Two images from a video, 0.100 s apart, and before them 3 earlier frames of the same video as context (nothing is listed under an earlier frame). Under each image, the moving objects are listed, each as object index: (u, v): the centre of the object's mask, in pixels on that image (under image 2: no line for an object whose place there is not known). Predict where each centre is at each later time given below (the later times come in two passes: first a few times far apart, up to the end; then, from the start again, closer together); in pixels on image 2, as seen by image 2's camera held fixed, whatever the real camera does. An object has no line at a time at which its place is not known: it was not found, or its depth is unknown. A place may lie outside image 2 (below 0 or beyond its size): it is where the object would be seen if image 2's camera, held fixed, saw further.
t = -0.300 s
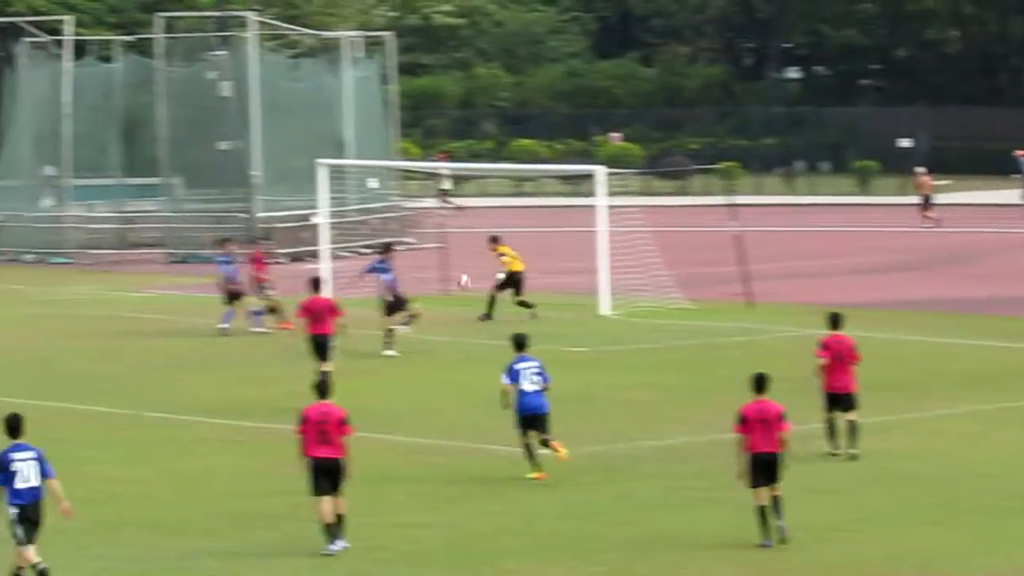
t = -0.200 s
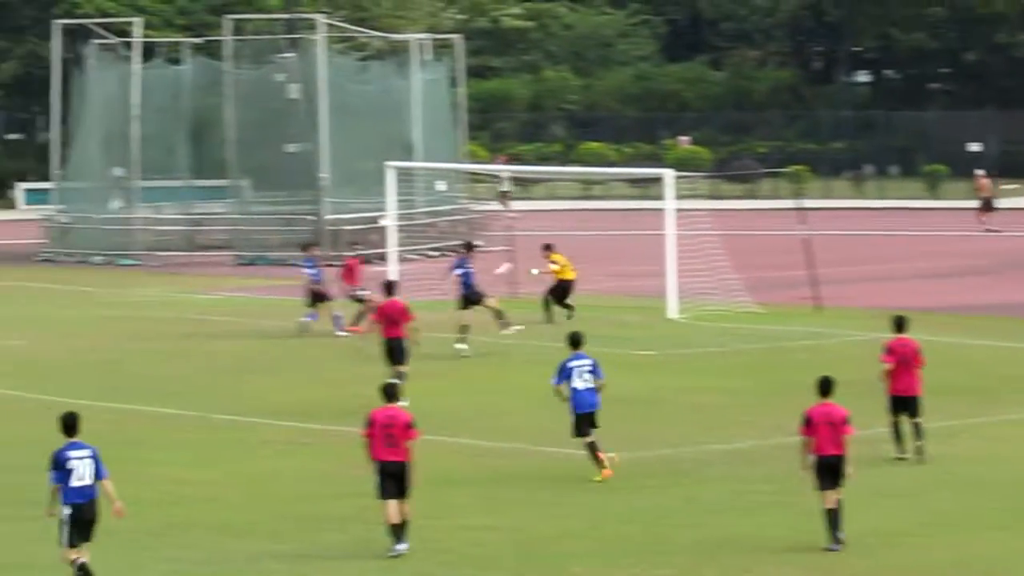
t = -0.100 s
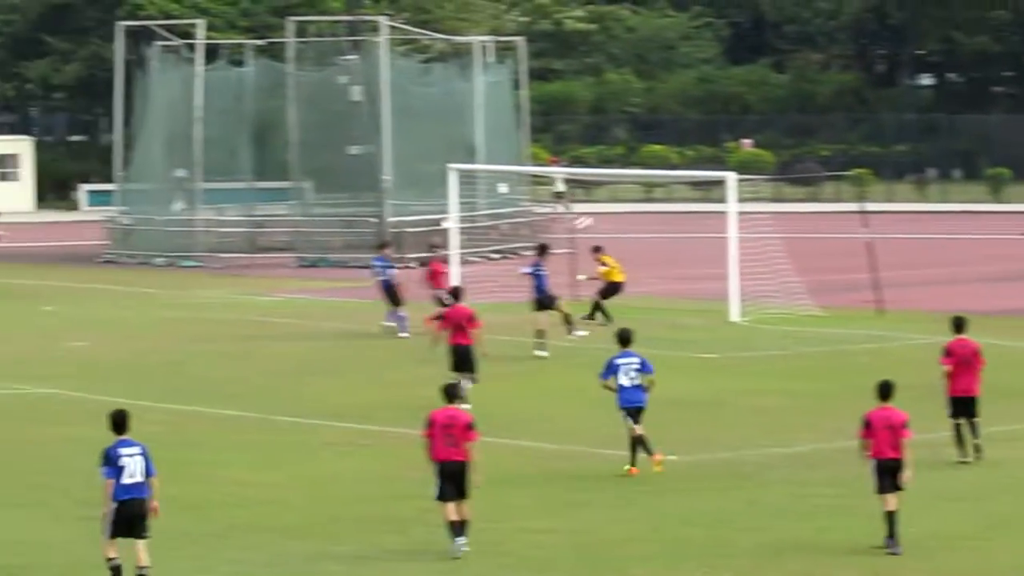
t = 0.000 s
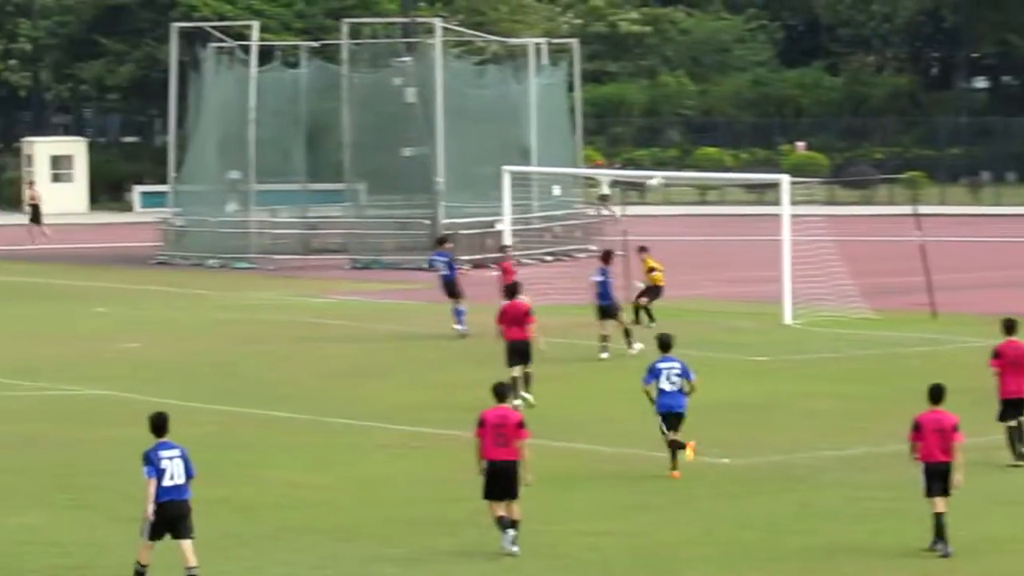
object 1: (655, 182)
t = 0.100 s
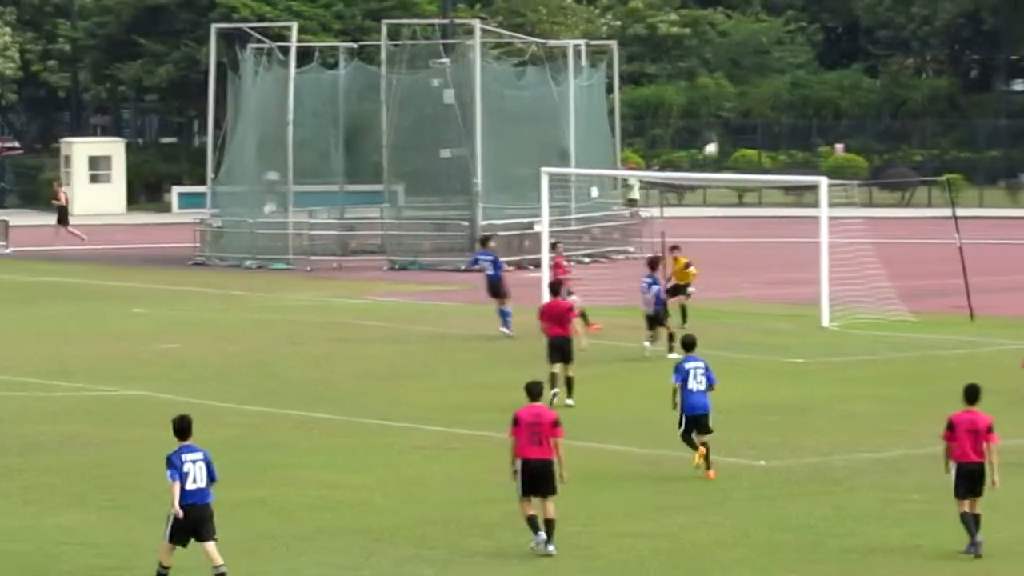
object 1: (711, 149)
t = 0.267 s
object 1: (736, 107)
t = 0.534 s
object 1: (771, 75)
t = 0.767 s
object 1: (797, 82)
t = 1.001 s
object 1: (821, 118)
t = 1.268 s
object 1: (848, 189)
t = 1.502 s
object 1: (871, 281)
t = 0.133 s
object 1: (716, 139)
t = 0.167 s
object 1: (721, 131)
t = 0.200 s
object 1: (726, 122)
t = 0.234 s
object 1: (731, 115)
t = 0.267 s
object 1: (736, 107)
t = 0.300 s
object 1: (740, 102)
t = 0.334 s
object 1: (745, 95)
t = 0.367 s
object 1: (750, 90)
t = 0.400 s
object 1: (754, 86)
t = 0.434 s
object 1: (758, 82)
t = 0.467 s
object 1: (763, 79)
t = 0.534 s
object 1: (771, 75)
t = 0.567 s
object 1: (774, 75)
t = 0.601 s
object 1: (778, 74)
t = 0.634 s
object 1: (782, 75)
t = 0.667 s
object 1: (787, 75)
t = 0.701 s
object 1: (790, 77)
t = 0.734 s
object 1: (793, 79)
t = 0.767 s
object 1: (797, 82)
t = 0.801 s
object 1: (800, 86)
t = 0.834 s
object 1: (804, 89)
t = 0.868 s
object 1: (807, 94)
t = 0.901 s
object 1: (810, 100)
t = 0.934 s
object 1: (814, 106)
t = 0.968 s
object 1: (818, 111)
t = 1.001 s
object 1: (821, 118)
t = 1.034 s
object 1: (824, 125)
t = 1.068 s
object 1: (827, 133)
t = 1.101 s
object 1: (831, 140)
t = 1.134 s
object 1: (833, 149)
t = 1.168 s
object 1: (837, 158)
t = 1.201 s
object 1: (840, 169)
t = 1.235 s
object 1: (844, 178)
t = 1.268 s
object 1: (848, 189)
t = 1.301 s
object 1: (851, 201)
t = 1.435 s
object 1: (864, 251)
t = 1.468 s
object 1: (868, 266)
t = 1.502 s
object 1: (871, 281)
